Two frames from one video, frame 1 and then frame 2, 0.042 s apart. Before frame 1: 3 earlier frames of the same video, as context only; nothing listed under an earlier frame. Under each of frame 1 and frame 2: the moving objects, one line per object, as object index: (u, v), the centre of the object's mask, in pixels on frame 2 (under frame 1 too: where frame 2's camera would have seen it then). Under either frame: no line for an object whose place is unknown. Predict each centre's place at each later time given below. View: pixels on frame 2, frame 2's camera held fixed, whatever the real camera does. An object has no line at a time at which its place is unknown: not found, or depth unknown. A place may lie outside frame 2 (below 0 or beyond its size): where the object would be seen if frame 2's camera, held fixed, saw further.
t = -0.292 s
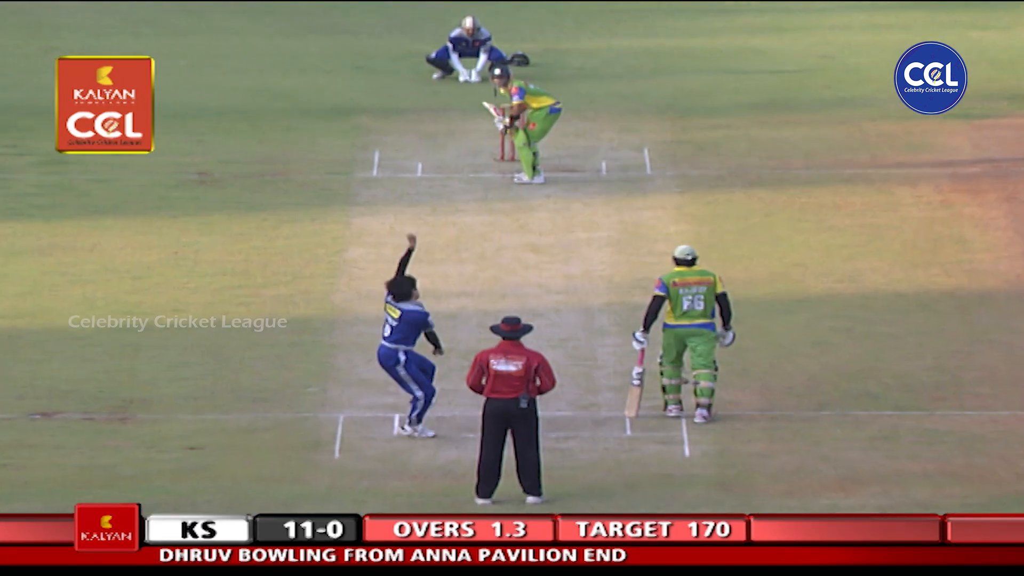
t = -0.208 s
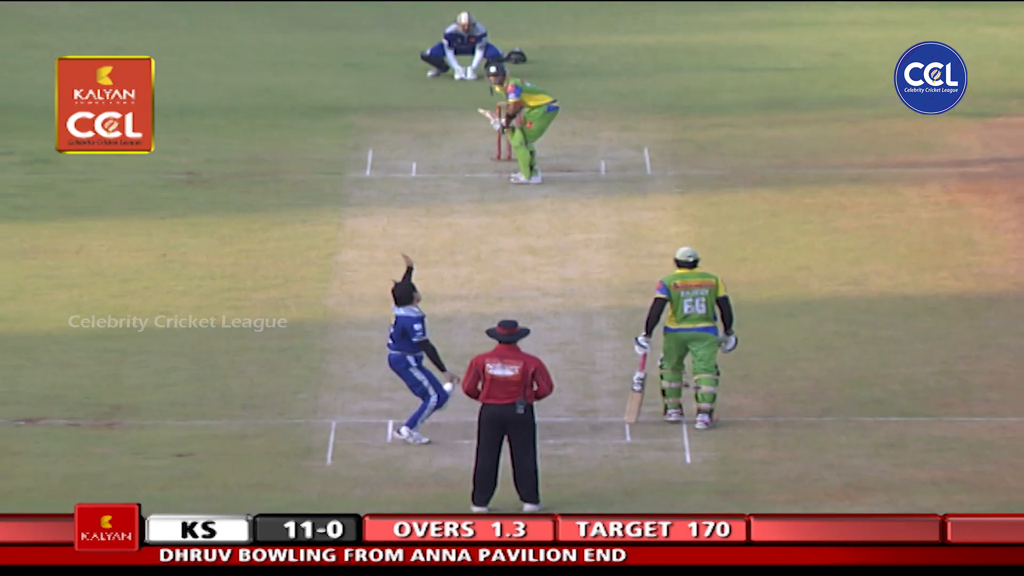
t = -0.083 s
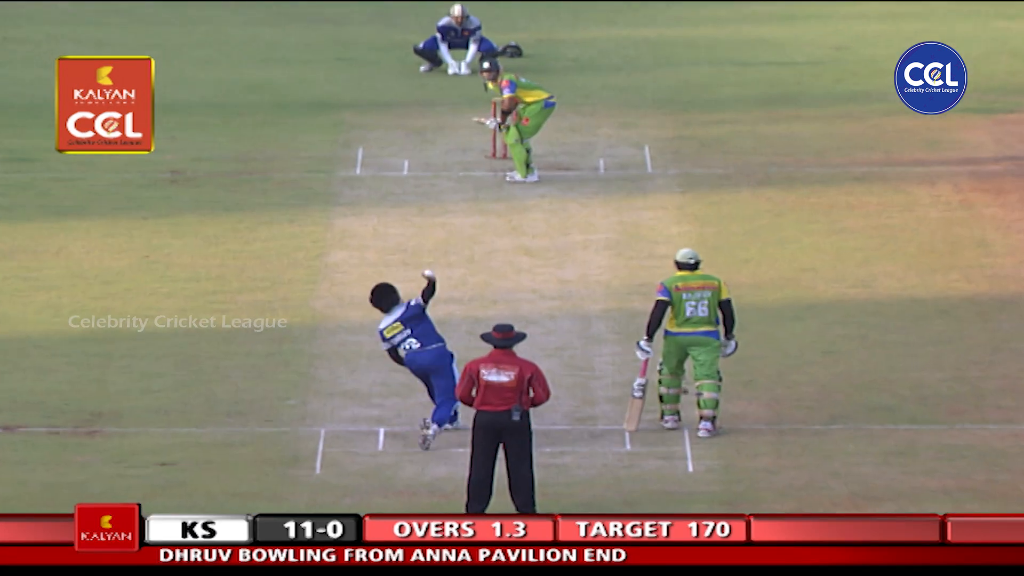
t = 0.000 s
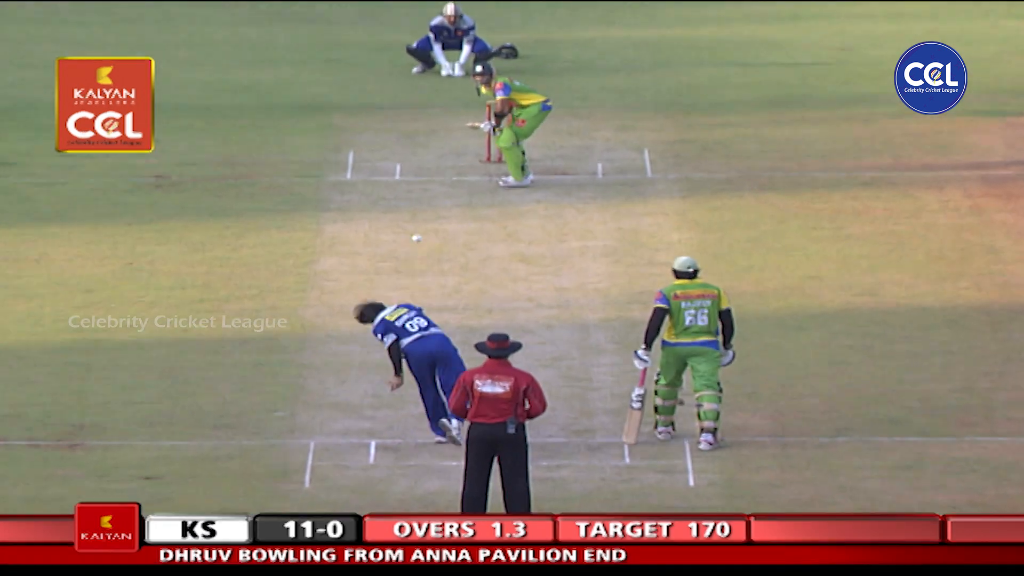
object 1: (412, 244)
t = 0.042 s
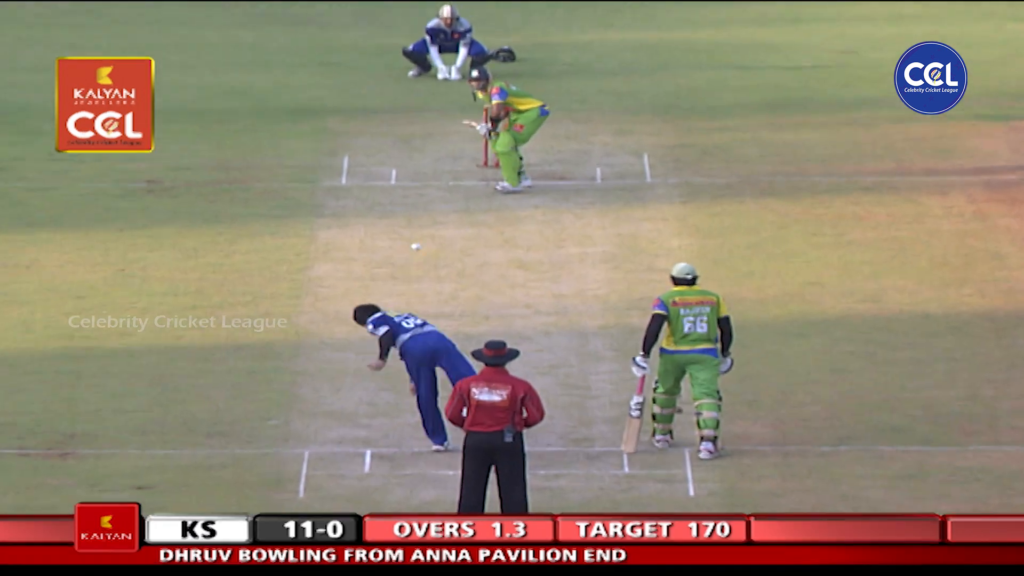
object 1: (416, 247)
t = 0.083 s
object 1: (418, 250)
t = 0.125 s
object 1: (421, 255)
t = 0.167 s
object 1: (423, 261)
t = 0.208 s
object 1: (424, 268)
